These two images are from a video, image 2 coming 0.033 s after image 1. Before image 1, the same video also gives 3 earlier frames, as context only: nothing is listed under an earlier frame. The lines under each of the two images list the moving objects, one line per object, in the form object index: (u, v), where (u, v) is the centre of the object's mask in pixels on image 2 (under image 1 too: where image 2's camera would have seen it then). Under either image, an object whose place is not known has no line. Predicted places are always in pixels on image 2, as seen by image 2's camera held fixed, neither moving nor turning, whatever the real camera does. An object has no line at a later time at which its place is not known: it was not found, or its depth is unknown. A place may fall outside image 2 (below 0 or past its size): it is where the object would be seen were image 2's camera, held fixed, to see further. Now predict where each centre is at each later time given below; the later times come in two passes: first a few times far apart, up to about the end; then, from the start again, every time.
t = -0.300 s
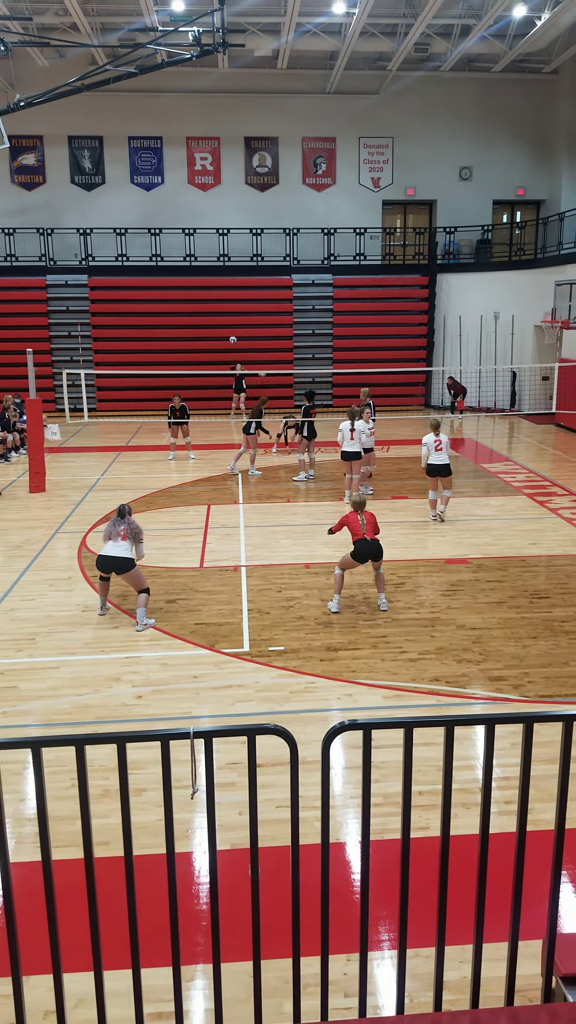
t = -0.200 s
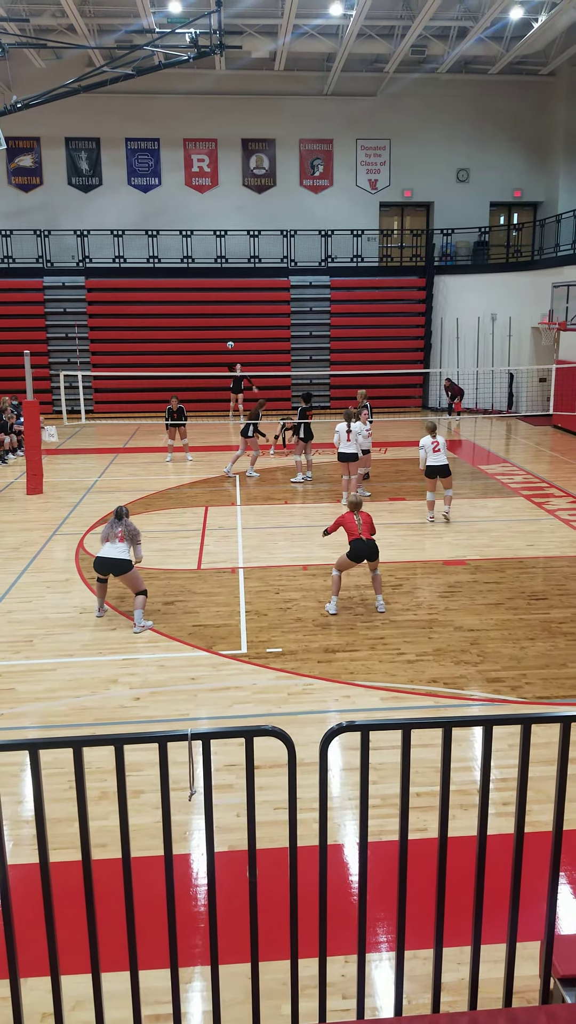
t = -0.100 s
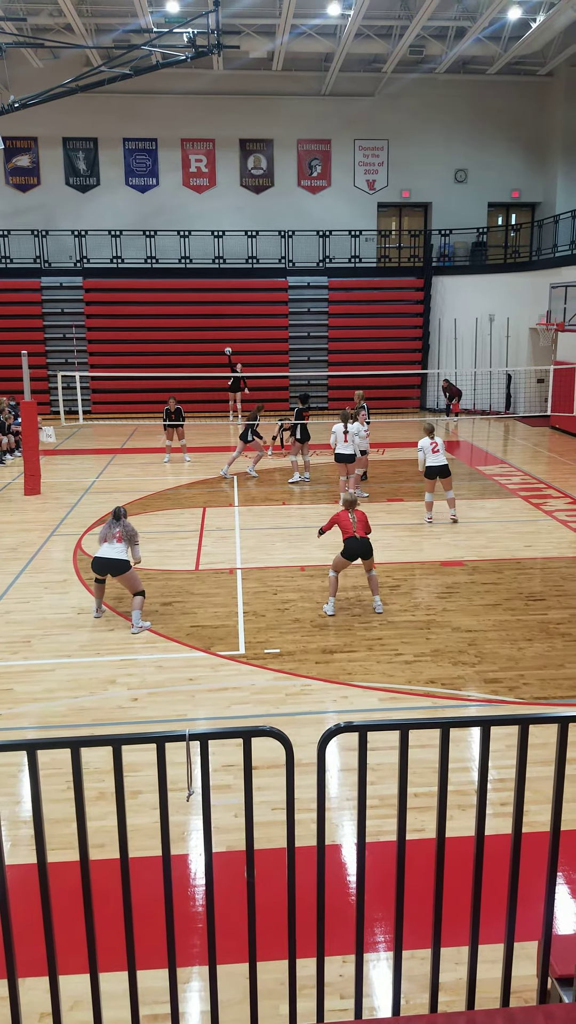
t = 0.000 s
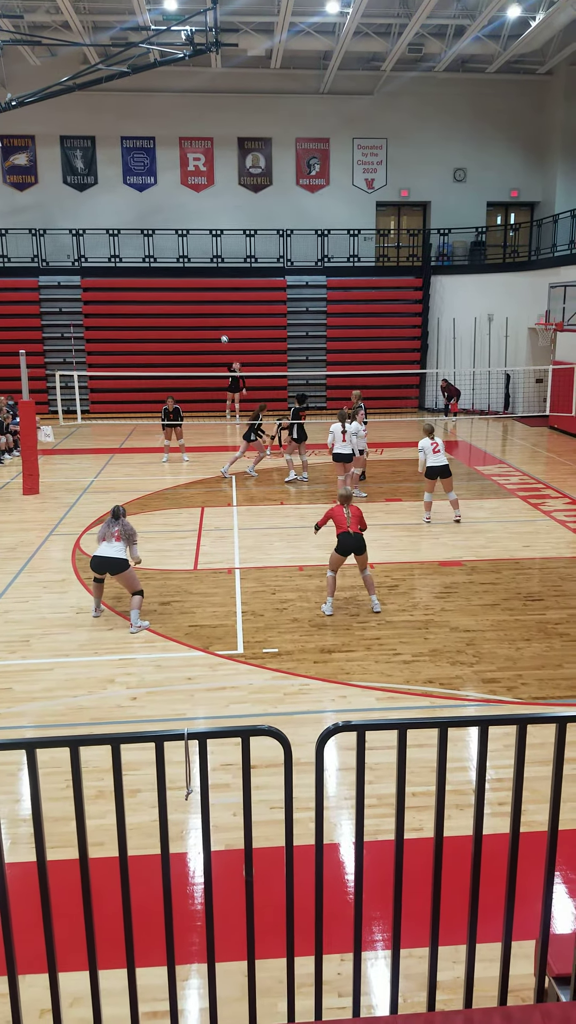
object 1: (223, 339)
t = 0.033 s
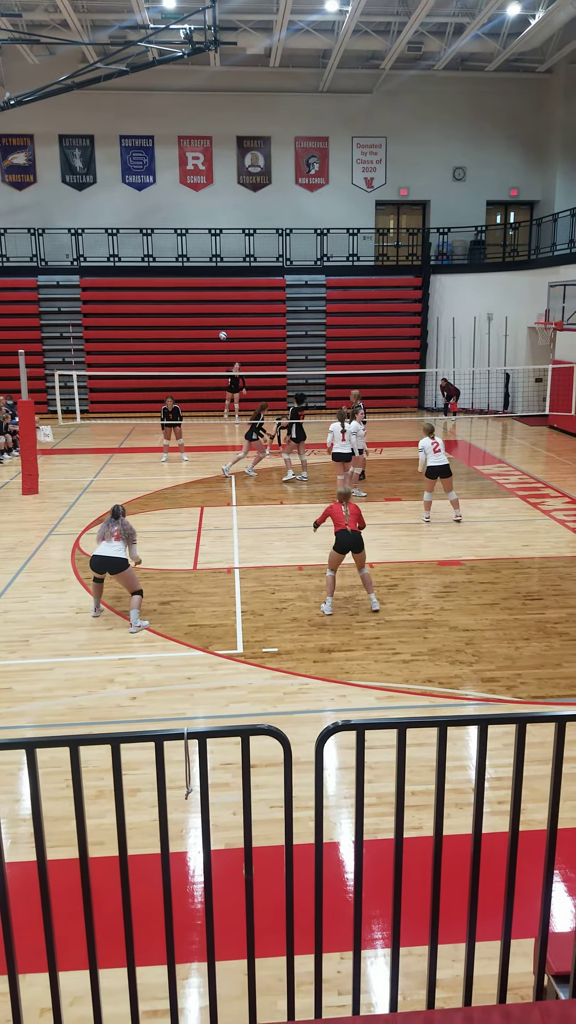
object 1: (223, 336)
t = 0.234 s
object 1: (217, 324)
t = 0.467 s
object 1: (210, 332)
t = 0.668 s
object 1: (203, 366)
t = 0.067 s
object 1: (222, 333)
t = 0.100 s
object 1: (221, 330)
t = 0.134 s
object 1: (221, 329)
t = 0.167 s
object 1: (220, 327)
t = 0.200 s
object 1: (218, 325)
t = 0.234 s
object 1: (217, 324)
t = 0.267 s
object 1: (216, 323)
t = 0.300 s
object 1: (215, 323)
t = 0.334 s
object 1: (214, 324)
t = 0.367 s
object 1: (213, 325)
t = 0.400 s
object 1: (212, 327)
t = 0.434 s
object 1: (211, 329)
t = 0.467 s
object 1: (210, 332)
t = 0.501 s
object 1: (208, 335)
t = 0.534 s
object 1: (207, 339)
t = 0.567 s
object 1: (206, 345)
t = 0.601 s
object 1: (205, 351)
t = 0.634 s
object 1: (204, 358)
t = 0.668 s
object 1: (203, 366)
